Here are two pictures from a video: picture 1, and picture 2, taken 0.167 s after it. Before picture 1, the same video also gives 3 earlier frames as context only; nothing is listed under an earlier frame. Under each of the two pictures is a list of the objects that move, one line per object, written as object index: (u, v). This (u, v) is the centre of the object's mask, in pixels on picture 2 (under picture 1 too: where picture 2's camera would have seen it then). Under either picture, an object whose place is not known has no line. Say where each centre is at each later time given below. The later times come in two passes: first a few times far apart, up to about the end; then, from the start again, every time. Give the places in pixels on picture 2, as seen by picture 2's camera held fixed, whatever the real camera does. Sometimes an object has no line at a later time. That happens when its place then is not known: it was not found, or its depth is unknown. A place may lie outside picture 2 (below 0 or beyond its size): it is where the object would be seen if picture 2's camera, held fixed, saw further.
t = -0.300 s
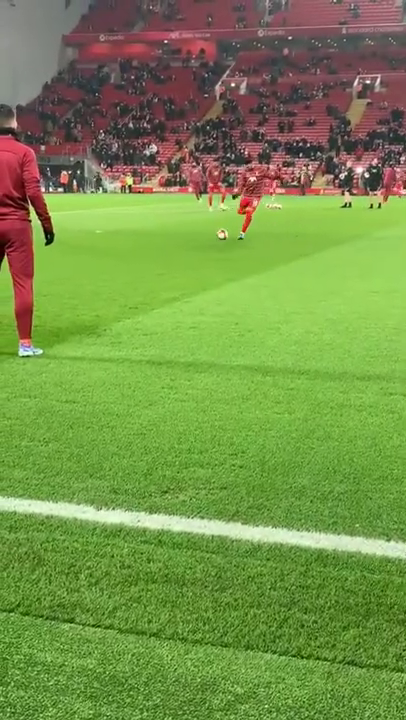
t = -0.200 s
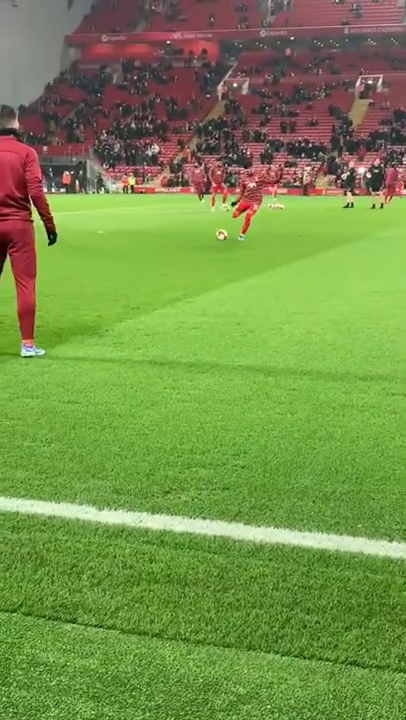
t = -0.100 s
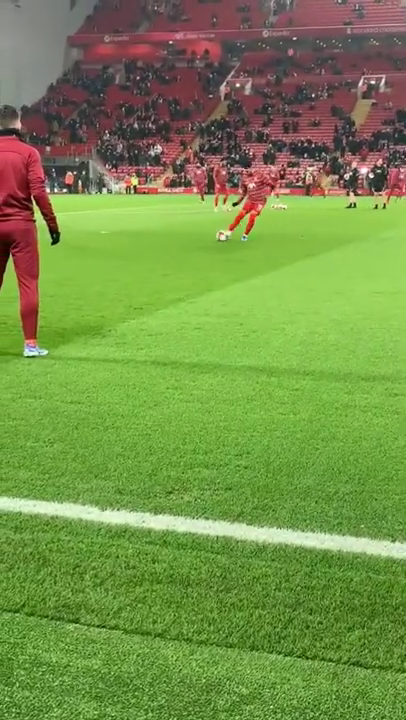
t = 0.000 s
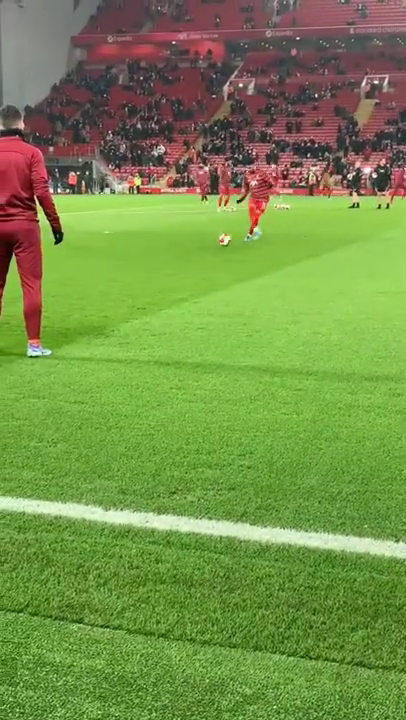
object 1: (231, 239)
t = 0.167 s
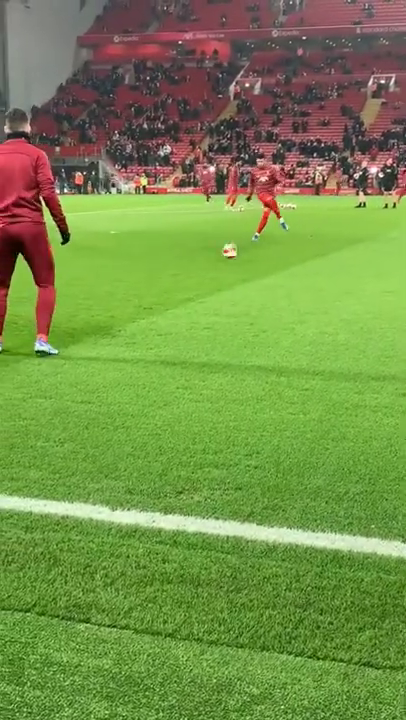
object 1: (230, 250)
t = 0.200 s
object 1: (229, 253)
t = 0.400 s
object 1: (223, 272)
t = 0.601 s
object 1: (212, 298)
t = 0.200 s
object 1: (229, 253)
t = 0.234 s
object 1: (228, 255)
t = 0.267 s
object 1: (227, 259)
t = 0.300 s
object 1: (227, 264)
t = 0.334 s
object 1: (226, 267)
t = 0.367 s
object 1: (225, 269)
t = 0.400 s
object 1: (223, 272)
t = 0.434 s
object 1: (222, 275)
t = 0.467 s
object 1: (220, 280)
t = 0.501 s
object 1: (218, 286)
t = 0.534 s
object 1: (216, 291)
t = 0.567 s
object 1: (214, 294)
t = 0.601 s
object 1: (212, 298)
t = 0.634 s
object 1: (208, 304)
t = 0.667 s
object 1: (206, 312)
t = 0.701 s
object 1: (204, 319)
